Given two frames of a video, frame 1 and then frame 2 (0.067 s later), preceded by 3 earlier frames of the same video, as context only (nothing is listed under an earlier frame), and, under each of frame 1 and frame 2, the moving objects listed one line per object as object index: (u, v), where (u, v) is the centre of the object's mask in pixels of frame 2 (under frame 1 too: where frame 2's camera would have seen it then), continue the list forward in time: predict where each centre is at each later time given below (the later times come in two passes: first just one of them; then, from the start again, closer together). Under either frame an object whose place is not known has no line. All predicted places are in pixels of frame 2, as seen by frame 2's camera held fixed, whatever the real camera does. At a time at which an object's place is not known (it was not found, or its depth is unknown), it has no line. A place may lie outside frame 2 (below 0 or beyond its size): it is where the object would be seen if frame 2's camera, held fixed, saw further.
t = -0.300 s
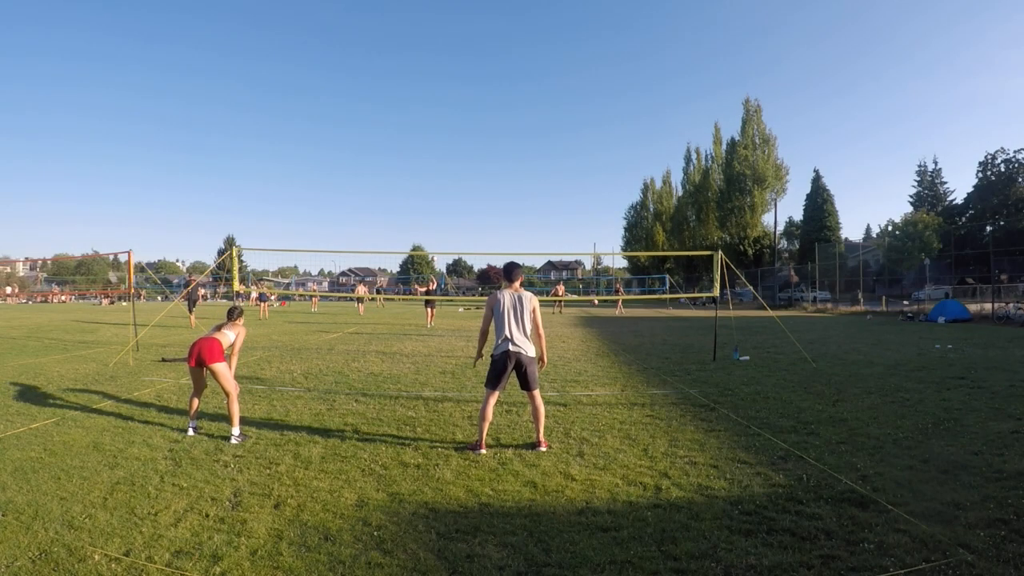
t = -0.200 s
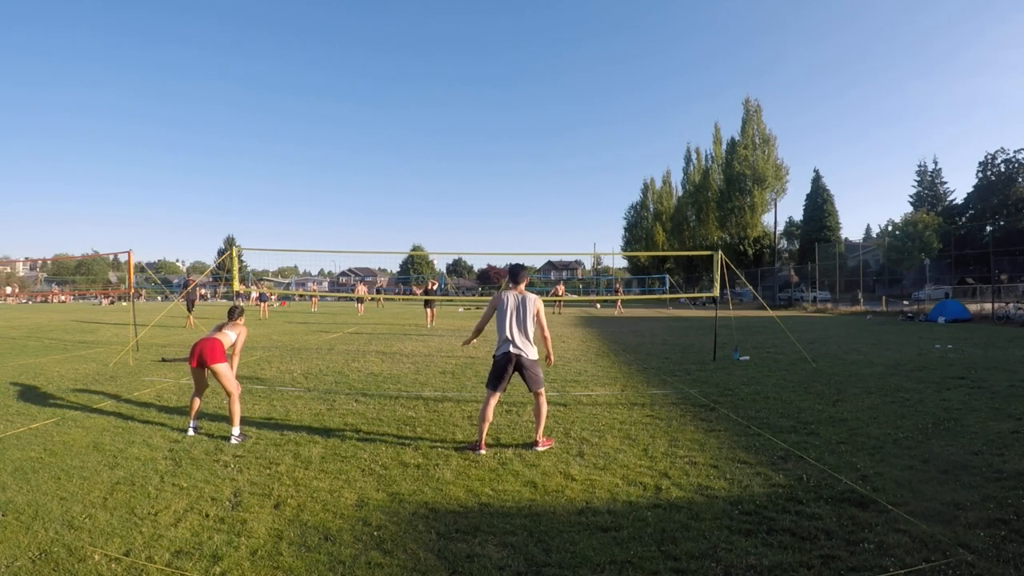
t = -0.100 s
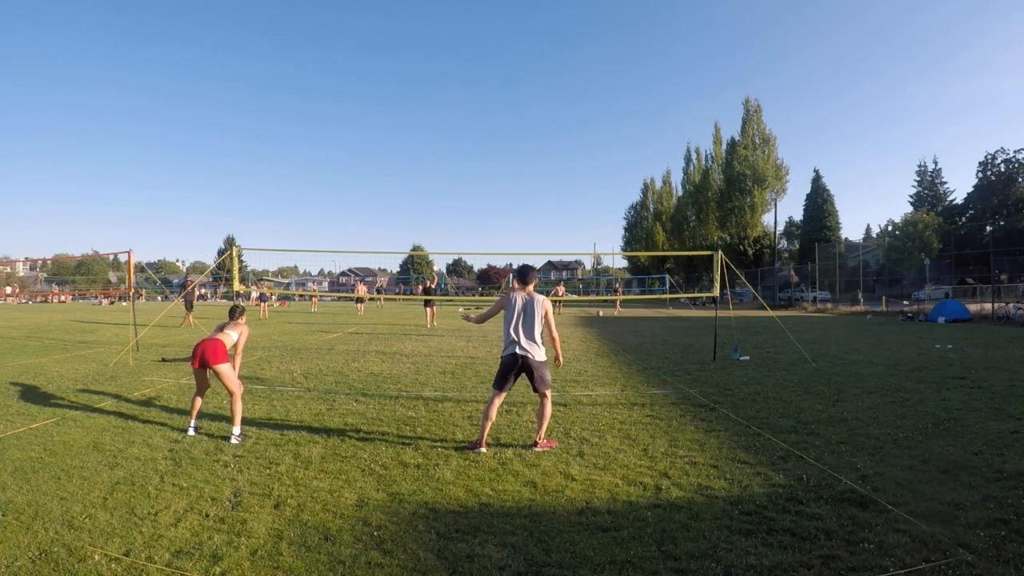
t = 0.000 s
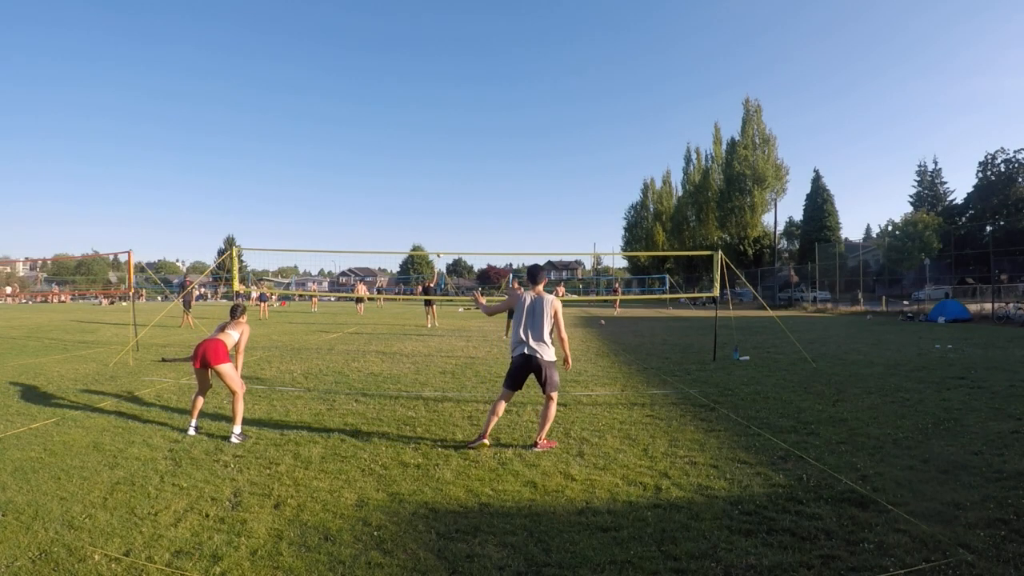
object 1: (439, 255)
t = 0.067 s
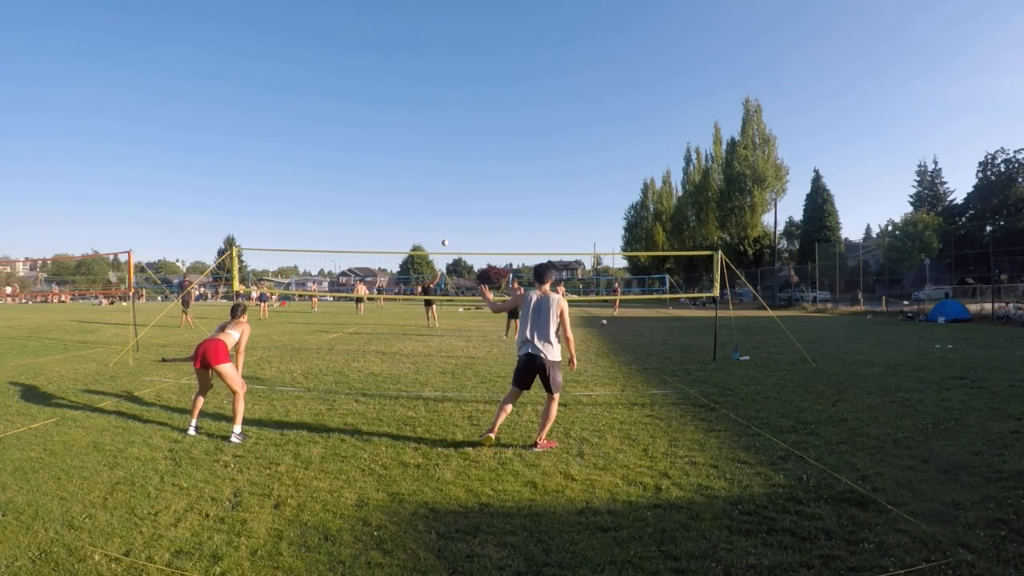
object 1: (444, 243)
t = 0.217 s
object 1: (458, 219)
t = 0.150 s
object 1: (451, 229)
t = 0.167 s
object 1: (453, 226)
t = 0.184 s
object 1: (455, 224)
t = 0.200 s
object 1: (456, 222)
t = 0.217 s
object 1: (458, 219)
